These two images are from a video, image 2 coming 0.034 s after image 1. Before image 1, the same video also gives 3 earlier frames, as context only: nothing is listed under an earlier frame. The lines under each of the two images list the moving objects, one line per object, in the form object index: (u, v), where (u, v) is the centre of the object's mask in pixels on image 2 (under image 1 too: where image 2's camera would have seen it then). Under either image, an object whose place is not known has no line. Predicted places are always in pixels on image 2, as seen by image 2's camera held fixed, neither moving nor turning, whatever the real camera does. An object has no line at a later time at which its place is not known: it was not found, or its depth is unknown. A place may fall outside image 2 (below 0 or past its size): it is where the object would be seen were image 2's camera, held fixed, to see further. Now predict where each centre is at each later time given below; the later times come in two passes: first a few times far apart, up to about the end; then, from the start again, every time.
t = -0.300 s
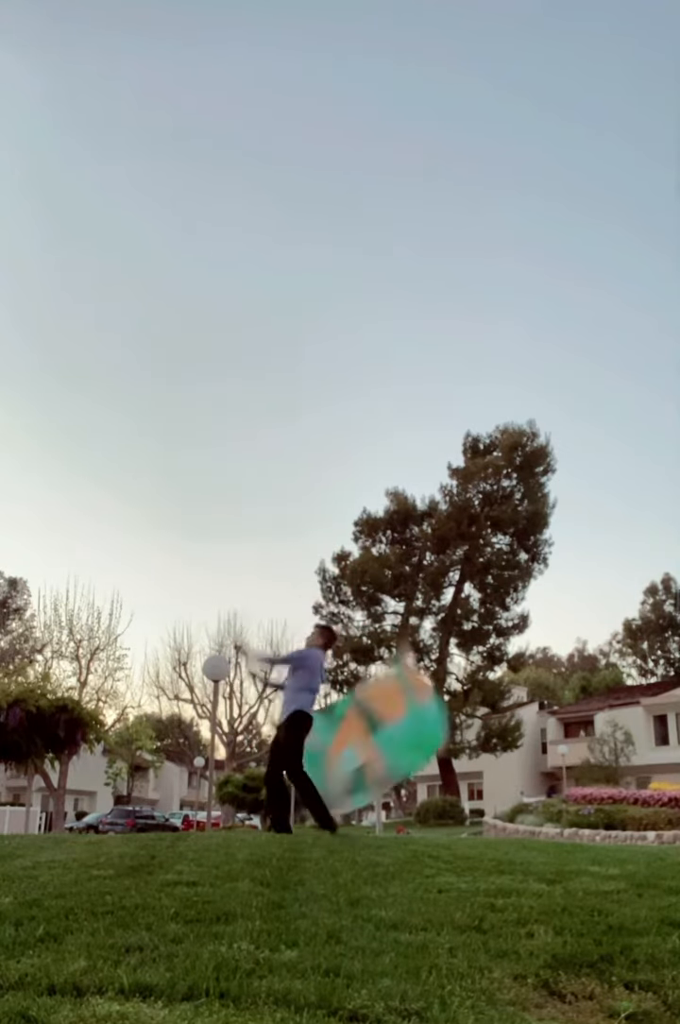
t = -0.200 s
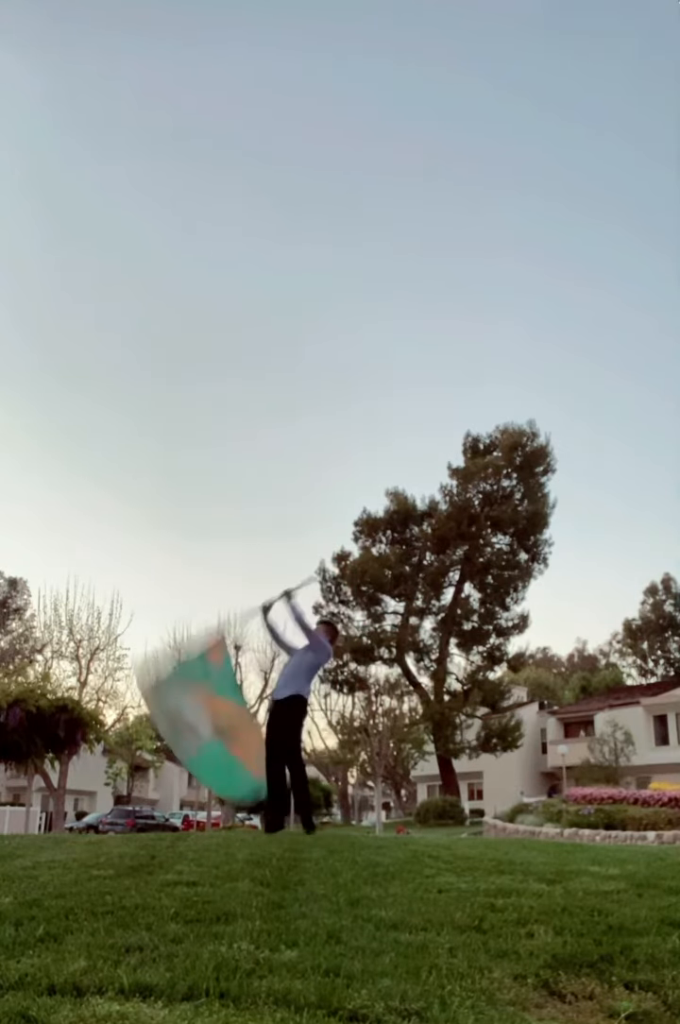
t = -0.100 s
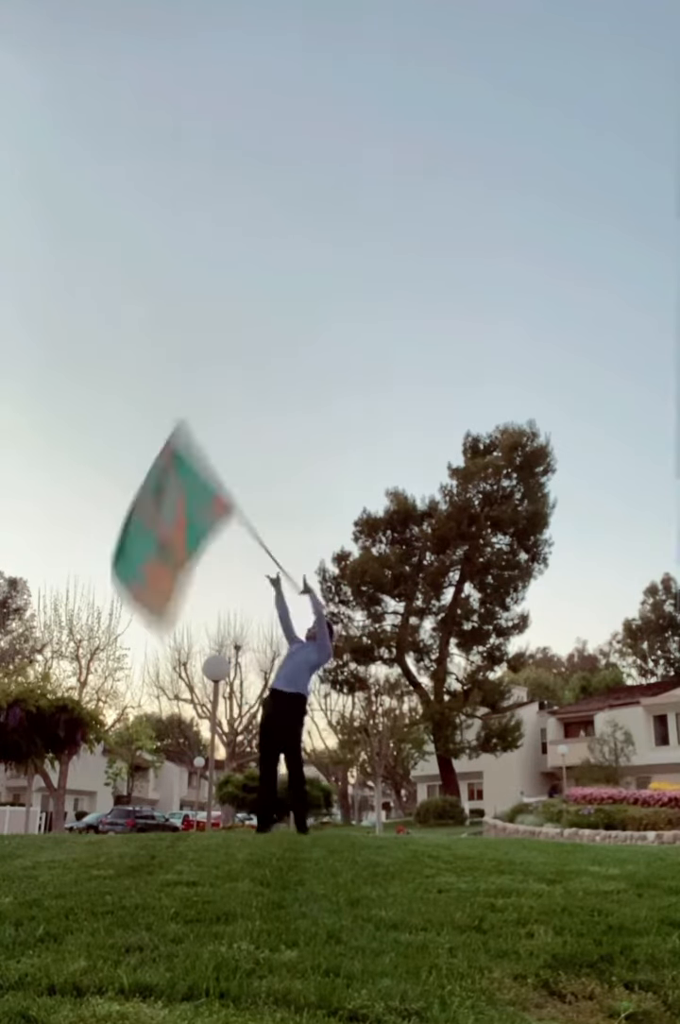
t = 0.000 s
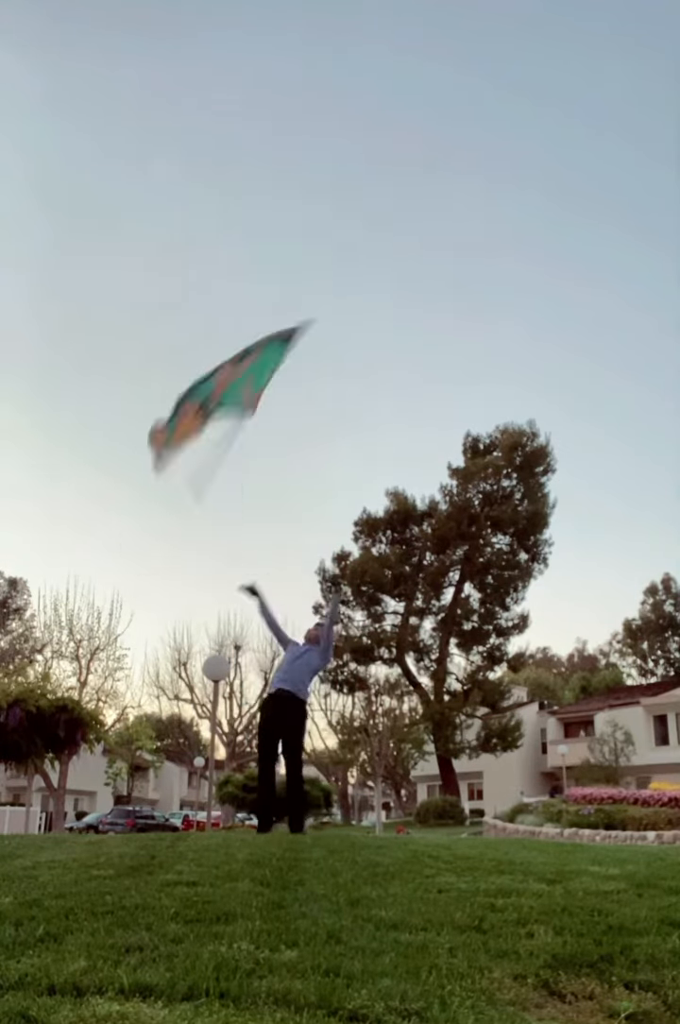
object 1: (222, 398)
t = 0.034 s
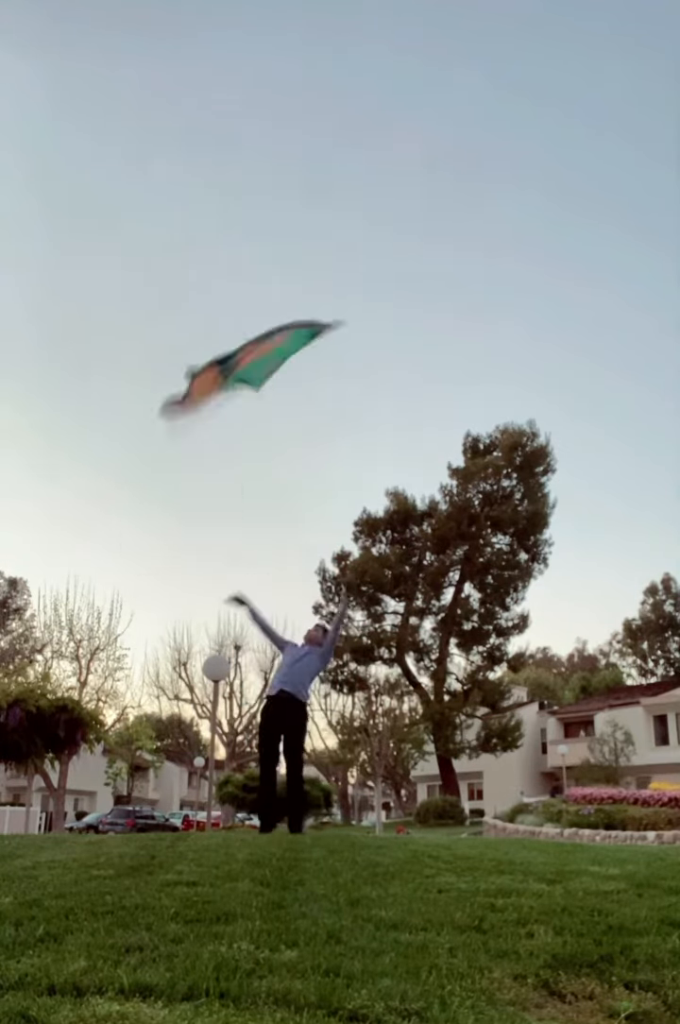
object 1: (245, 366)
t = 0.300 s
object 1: (293, 261)
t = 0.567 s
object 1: (321, 97)
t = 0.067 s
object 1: (268, 346)
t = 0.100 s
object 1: (266, 326)
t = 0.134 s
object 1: (280, 304)
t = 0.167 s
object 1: (295, 296)
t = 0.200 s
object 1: (299, 294)
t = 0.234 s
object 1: (303, 284)
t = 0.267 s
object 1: (300, 277)
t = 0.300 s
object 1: (293, 261)
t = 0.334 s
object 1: (288, 244)
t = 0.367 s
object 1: (284, 225)
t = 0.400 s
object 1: (282, 204)
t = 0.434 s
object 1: (281, 183)
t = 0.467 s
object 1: (283, 161)
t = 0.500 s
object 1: (290, 137)
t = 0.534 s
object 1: (304, 115)
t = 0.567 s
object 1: (321, 97)
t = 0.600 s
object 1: (340, 86)
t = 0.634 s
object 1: (355, 81)
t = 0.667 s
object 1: (373, 79)
